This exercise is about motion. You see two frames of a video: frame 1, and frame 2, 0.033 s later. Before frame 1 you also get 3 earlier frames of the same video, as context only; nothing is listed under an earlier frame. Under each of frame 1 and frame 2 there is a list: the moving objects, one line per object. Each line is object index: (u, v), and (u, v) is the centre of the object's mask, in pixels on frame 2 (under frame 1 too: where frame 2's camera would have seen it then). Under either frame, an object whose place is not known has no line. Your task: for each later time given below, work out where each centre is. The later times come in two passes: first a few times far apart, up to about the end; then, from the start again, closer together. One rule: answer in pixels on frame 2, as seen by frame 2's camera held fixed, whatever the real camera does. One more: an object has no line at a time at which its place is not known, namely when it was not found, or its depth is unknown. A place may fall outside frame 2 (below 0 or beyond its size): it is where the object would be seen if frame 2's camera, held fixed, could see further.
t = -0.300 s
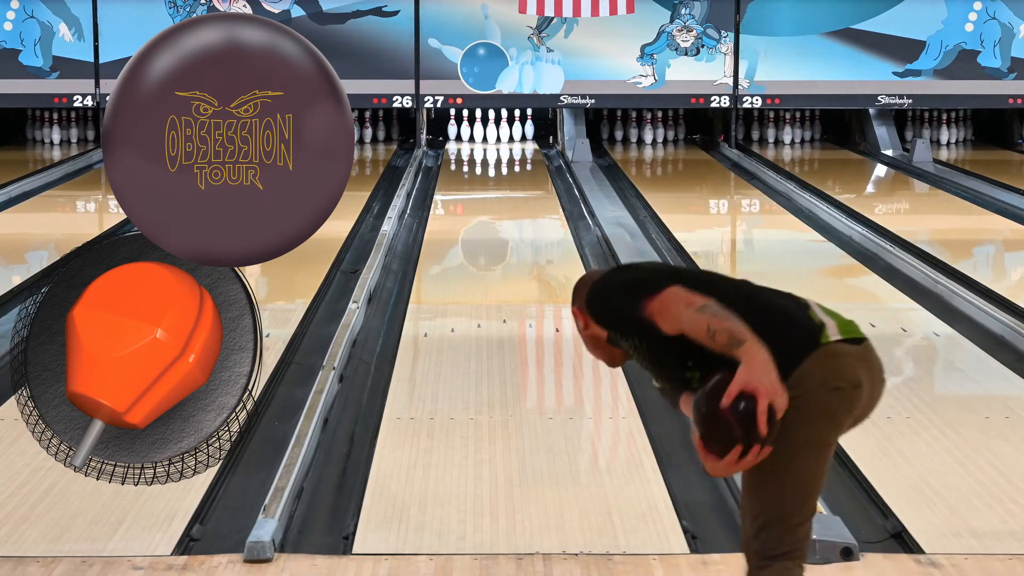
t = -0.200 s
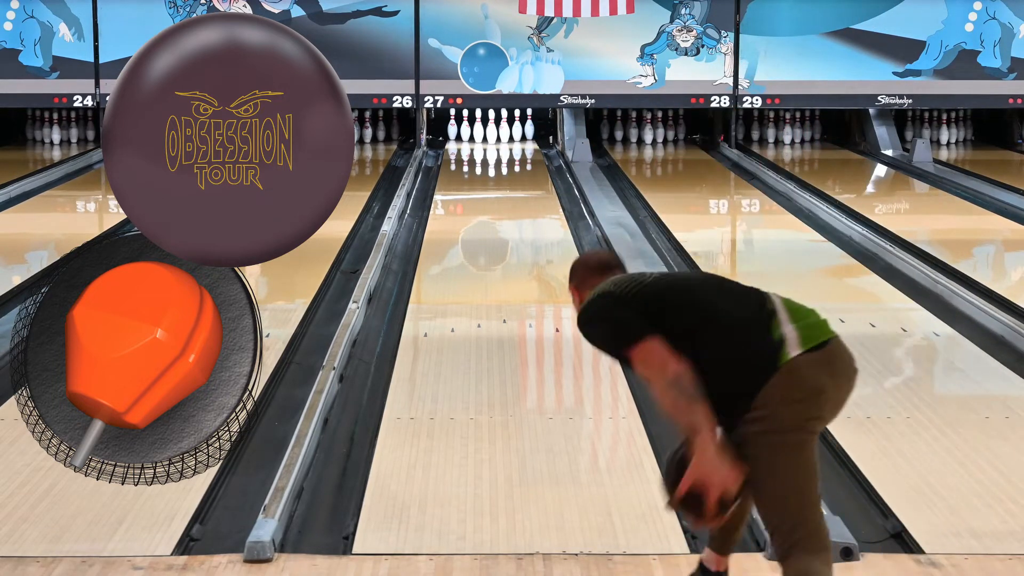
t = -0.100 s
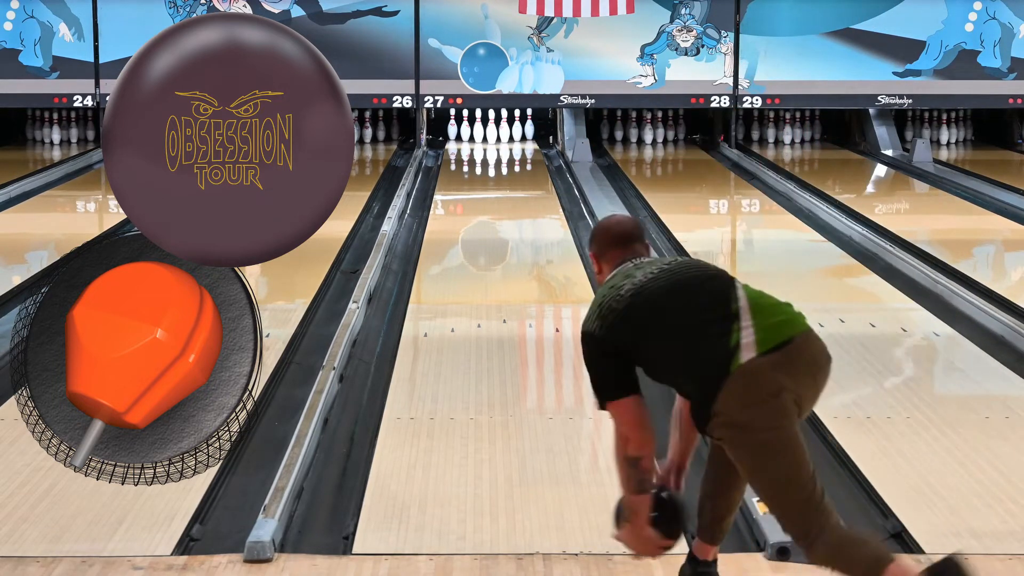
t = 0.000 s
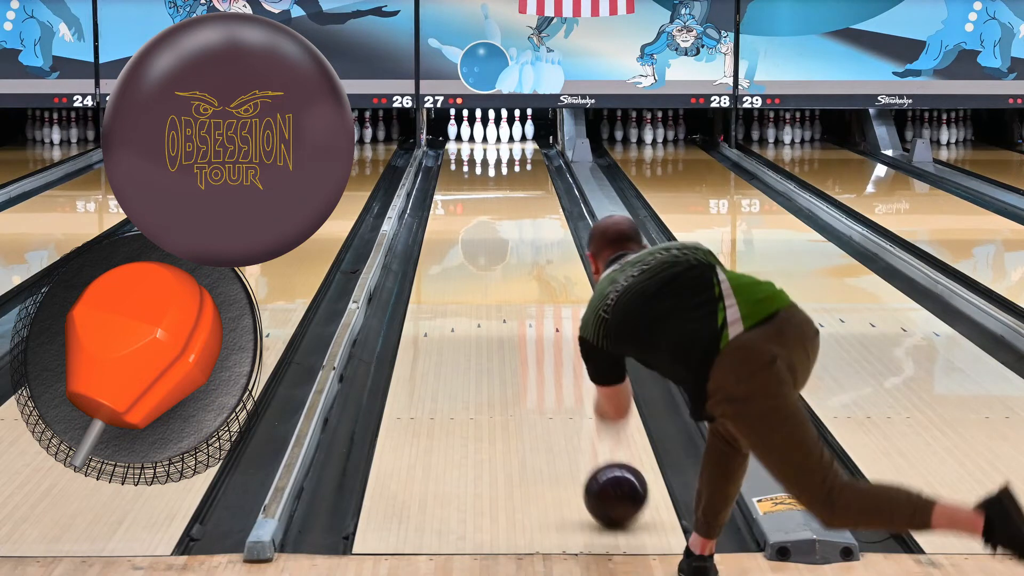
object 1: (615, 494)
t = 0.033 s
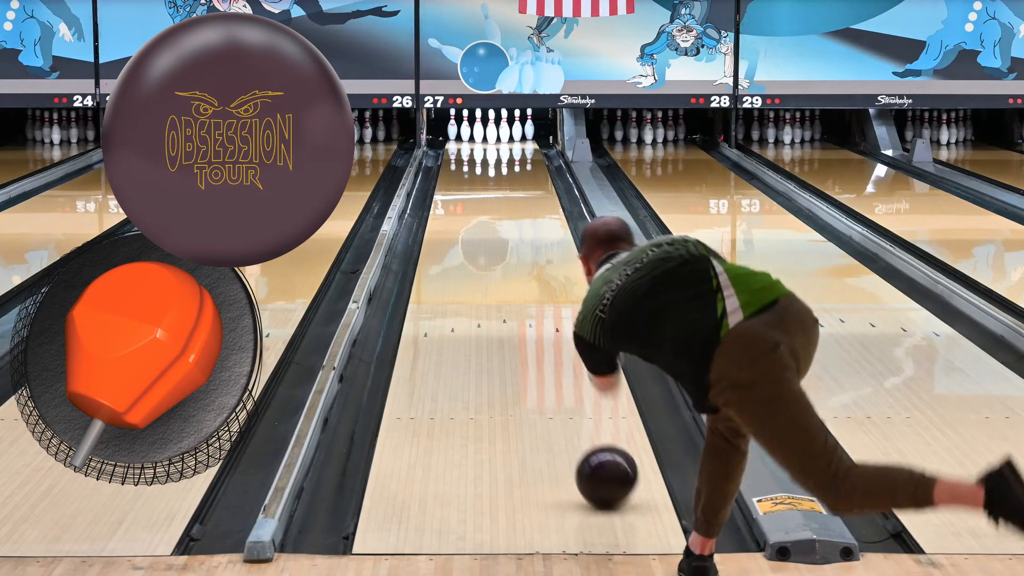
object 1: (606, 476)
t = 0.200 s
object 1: (570, 404)
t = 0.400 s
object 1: (540, 342)
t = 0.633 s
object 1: (515, 289)
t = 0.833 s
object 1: (499, 255)
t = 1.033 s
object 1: (487, 229)
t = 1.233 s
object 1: (478, 208)
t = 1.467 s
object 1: (469, 187)
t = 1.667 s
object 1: (465, 172)
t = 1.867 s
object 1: (463, 160)
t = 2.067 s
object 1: (468, 149)
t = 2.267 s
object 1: (479, 141)
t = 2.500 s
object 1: (487, 134)
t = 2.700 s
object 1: (492, 131)
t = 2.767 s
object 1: (496, 130)
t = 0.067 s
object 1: (598, 459)
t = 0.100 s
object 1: (590, 444)
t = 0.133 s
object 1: (583, 430)
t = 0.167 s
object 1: (576, 417)
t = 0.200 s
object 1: (570, 404)
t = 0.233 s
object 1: (564, 392)
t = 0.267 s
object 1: (559, 381)
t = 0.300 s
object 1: (554, 370)
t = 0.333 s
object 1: (549, 361)
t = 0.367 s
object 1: (544, 351)
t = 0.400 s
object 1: (540, 342)
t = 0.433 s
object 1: (536, 334)
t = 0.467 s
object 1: (532, 325)
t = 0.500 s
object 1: (528, 317)
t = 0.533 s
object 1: (524, 309)
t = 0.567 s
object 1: (521, 303)
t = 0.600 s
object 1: (518, 296)
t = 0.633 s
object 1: (515, 289)
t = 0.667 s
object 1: (512, 283)
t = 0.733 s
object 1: (505, 271)
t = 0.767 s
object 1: (504, 266)
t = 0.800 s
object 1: (501, 260)
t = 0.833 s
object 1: (499, 255)
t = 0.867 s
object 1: (497, 251)
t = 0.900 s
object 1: (495, 246)
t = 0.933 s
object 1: (493, 242)
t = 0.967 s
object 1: (491, 238)
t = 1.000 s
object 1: (489, 233)
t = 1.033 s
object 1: (487, 229)
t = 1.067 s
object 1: (485, 225)
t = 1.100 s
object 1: (484, 221)
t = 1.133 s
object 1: (482, 218)
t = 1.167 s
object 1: (481, 214)
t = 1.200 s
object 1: (479, 211)
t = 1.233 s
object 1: (478, 208)
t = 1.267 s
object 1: (476, 204)
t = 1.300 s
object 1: (475, 201)
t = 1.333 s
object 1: (474, 198)
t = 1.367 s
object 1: (473, 195)
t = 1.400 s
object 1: (472, 192)
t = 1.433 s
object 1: (471, 190)
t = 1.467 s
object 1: (469, 187)
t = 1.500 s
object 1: (469, 184)
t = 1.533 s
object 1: (467, 182)
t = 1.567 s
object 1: (467, 179)
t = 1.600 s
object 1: (466, 177)
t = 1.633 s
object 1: (465, 175)
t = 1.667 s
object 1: (465, 172)
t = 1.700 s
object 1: (464, 170)
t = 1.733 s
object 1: (463, 168)
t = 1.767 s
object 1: (463, 166)
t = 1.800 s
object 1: (463, 164)
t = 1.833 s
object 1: (463, 162)
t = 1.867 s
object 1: (463, 160)
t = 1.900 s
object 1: (463, 158)
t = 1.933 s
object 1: (464, 156)
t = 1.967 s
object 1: (465, 154)
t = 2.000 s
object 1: (466, 152)
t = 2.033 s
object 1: (467, 151)
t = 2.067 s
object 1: (468, 149)
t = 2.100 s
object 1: (470, 148)
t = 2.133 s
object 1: (472, 146)
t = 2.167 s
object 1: (474, 145)
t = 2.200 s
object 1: (476, 144)
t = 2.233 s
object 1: (477, 142)
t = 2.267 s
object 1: (479, 141)
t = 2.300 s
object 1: (481, 139)
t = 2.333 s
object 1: (483, 138)
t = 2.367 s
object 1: (484, 137)
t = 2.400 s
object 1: (486, 136)
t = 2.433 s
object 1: (486, 135)
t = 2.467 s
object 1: (486, 135)
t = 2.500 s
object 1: (487, 134)
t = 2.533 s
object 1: (488, 133)
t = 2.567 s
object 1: (489, 133)
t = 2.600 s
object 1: (489, 132)
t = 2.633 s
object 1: (490, 132)
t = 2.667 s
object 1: (491, 131)
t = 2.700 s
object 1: (492, 131)
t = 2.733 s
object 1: (494, 131)
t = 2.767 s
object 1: (496, 130)
